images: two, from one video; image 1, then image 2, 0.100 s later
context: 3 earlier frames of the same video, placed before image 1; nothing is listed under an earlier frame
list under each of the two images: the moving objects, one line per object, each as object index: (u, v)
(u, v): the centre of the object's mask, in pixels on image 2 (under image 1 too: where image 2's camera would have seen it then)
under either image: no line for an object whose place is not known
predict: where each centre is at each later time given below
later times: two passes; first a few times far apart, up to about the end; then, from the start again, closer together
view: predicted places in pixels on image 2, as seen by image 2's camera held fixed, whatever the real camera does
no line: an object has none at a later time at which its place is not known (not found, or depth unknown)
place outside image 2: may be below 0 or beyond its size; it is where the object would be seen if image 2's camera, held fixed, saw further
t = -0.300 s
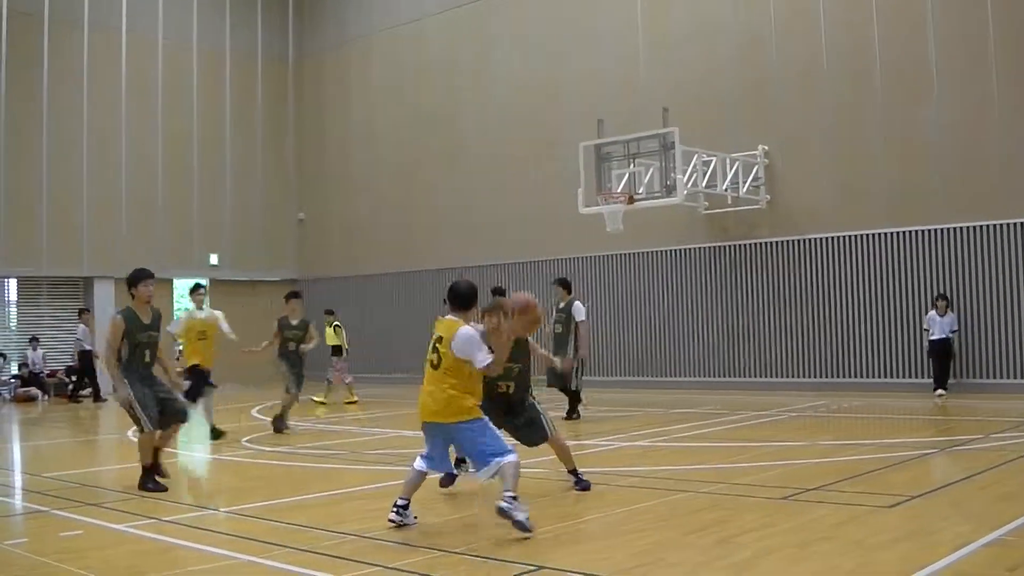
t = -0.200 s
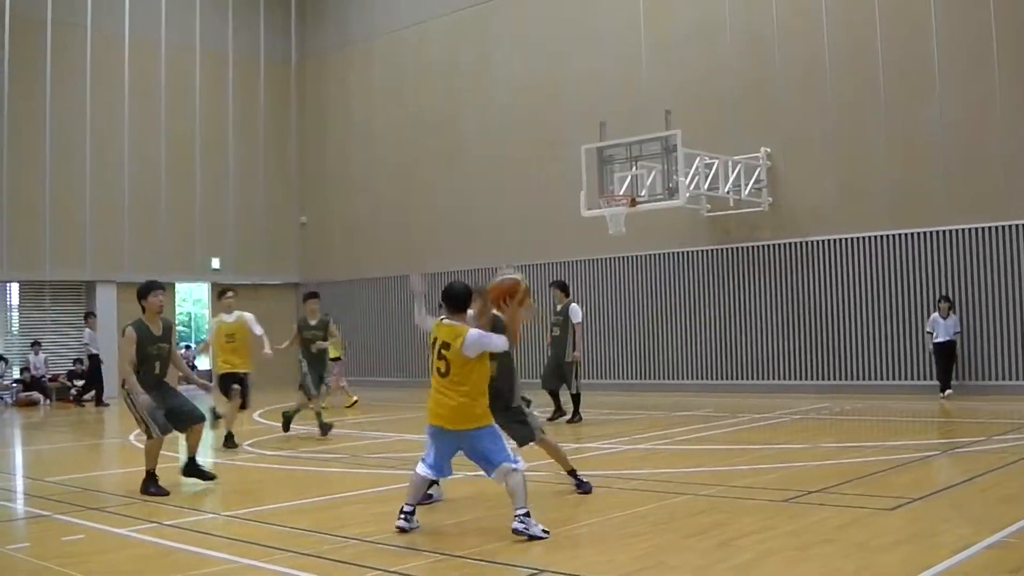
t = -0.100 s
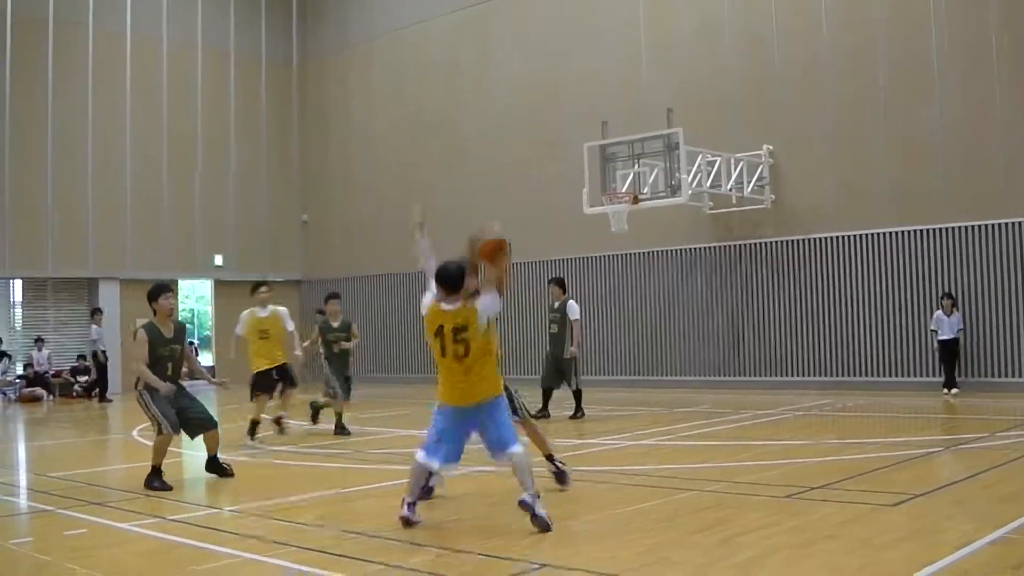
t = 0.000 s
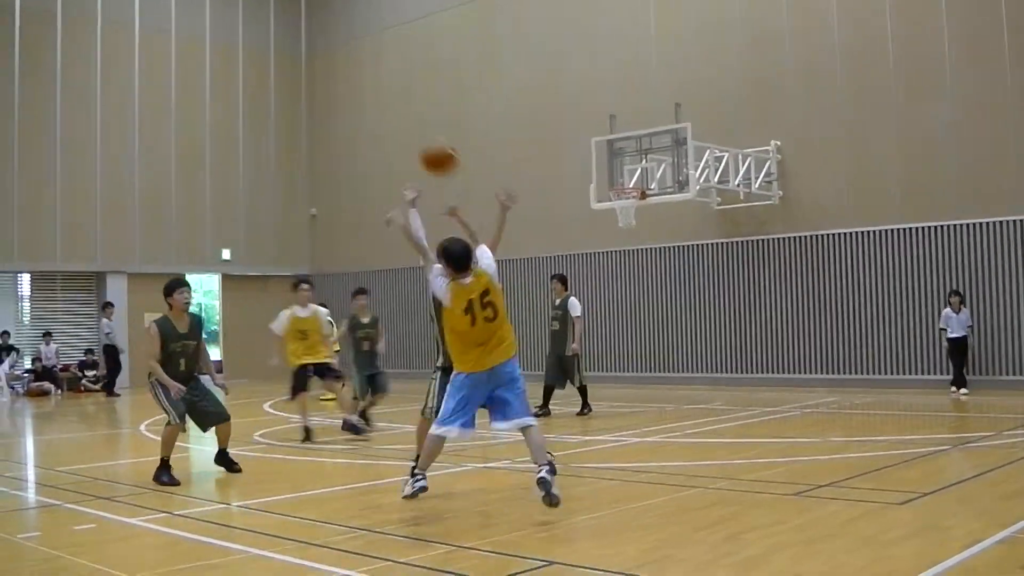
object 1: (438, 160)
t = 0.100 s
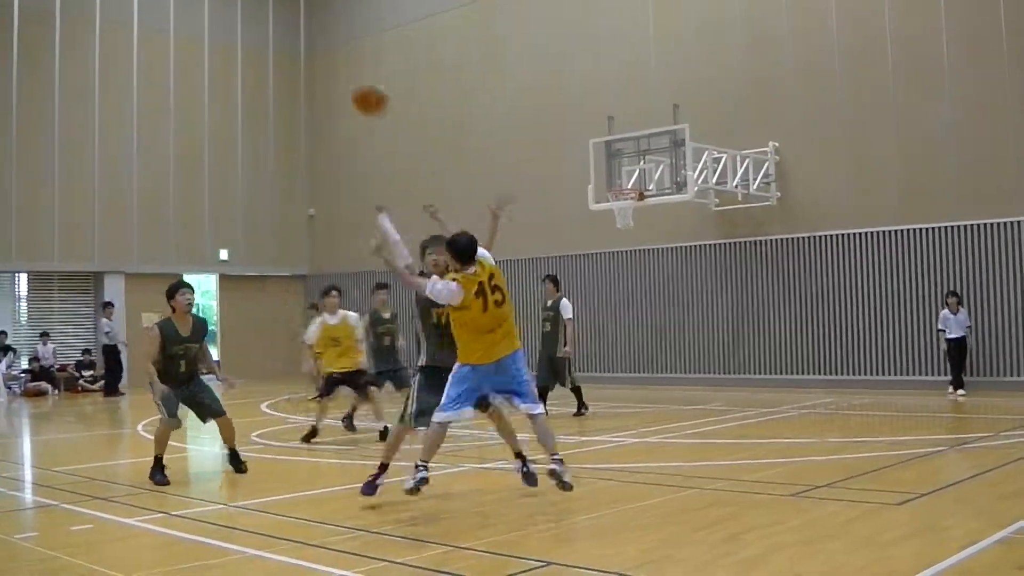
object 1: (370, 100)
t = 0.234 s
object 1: (292, 51)
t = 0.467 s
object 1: (193, 35)
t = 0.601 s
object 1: (148, 51)
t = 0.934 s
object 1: (62, 147)
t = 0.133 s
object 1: (350, 86)
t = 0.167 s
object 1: (331, 72)
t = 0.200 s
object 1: (310, 61)
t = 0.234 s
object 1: (292, 51)
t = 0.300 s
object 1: (264, 40)
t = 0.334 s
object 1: (247, 36)
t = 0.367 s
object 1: (233, 33)
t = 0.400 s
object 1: (220, 32)
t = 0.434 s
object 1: (206, 33)
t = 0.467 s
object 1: (193, 35)
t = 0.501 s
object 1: (181, 37)
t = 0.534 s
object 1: (169, 41)
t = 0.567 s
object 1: (158, 46)
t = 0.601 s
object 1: (148, 51)
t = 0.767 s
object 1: (101, 91)
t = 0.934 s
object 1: (62, 147)
